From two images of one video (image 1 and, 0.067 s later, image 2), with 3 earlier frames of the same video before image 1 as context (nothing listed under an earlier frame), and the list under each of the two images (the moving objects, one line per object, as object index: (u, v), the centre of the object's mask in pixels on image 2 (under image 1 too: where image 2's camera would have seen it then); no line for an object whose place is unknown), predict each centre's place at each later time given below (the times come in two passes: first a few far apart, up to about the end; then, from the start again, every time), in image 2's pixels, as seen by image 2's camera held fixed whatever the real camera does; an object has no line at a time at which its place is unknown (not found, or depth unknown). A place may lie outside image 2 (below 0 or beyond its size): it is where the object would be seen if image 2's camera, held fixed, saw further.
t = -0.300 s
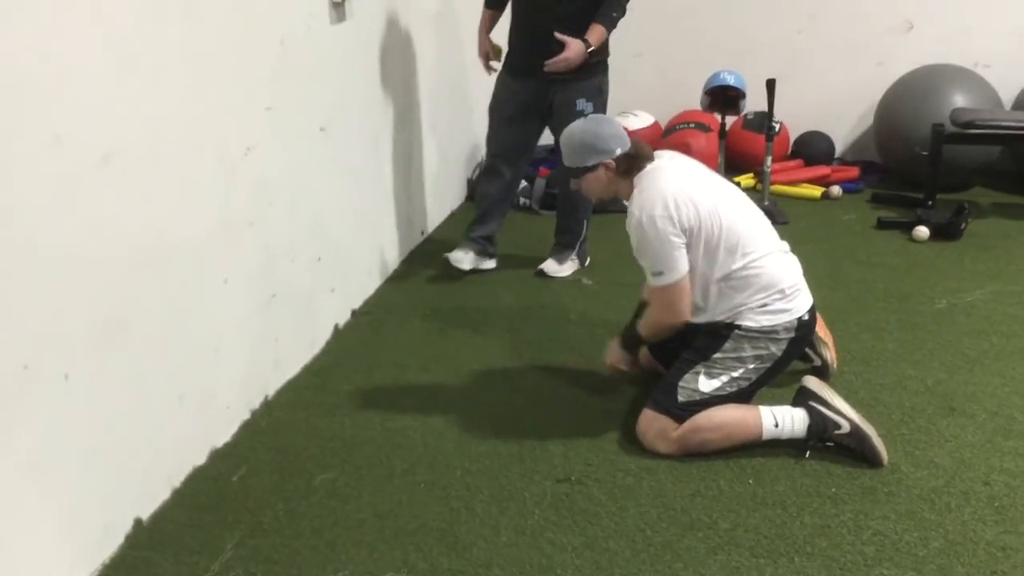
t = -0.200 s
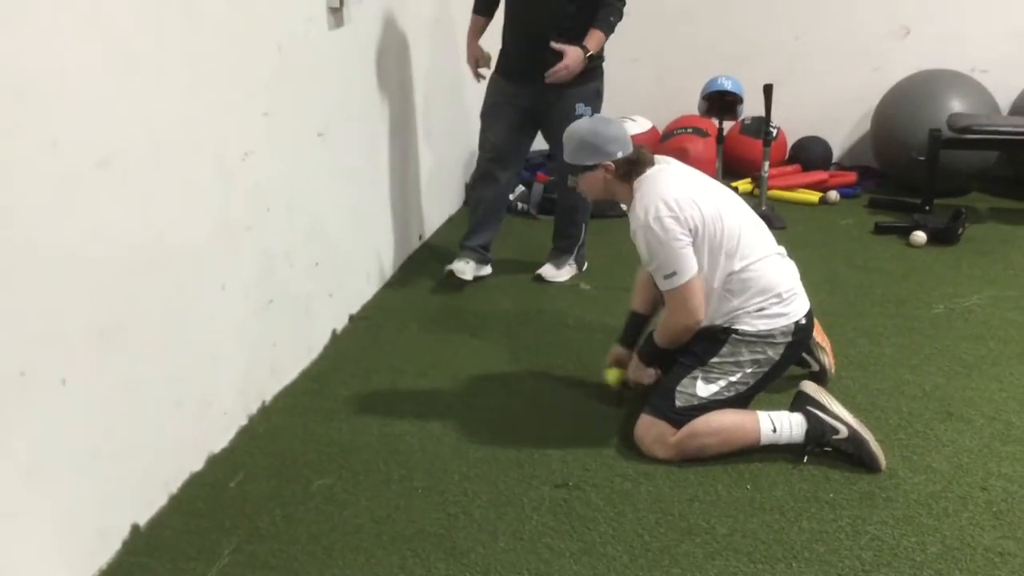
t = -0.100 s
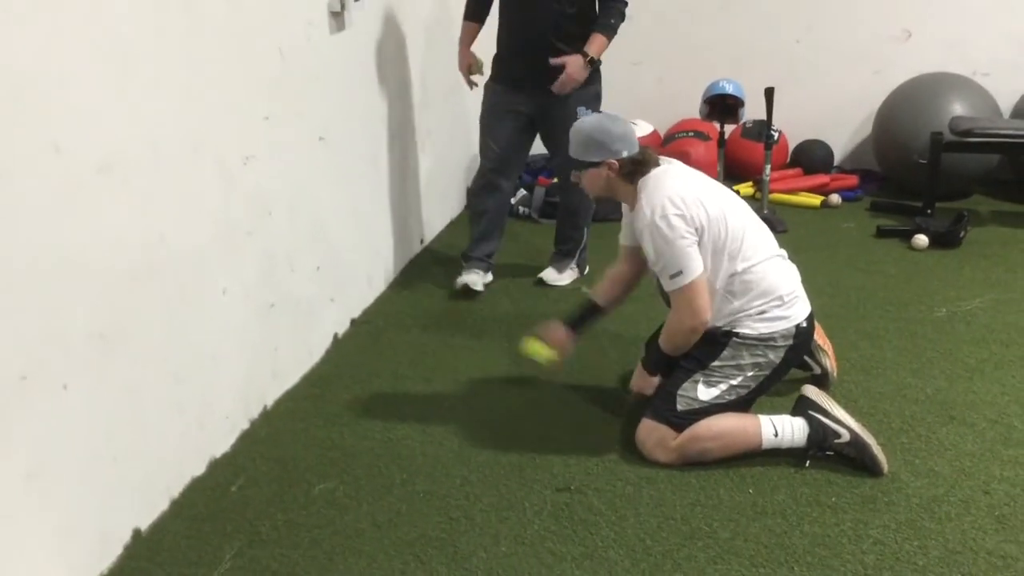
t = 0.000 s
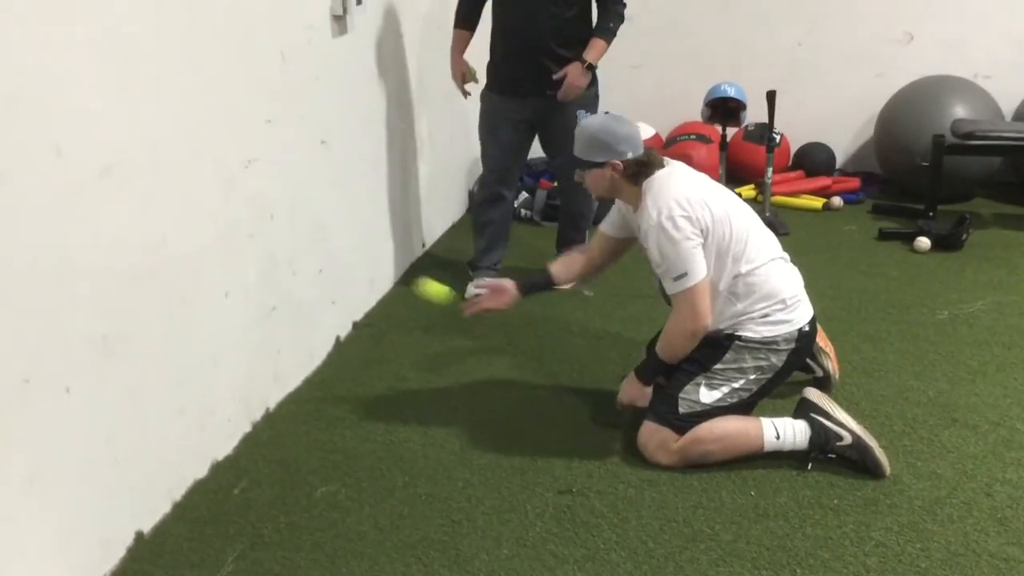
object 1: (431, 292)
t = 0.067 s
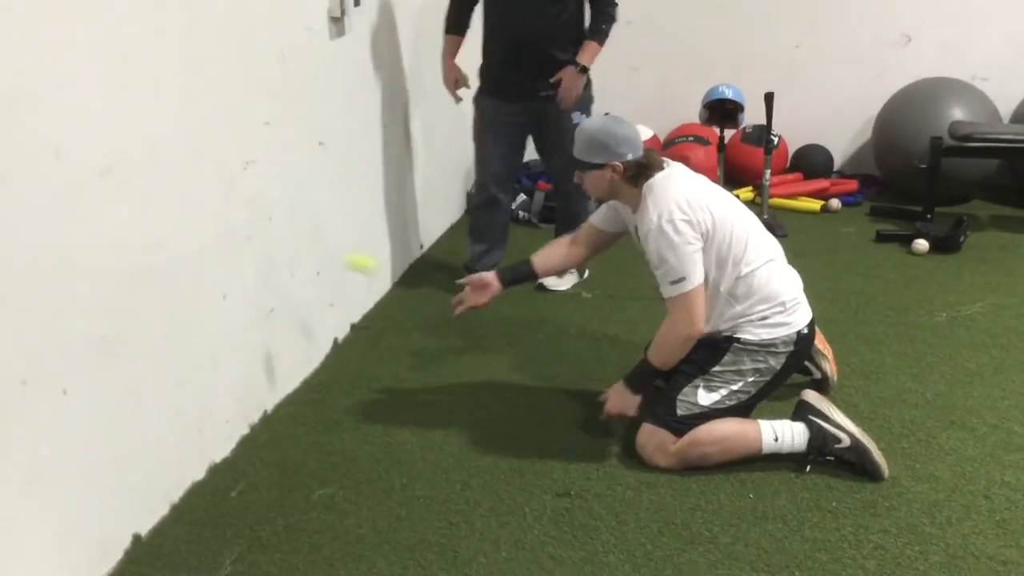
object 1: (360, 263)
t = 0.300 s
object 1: (358, 268)
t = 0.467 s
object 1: (486, 388)
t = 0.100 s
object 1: (326, 252)
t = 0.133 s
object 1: (289, 245)
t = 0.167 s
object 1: (263, 241)
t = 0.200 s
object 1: (287, 243)
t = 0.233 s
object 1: (310, 247)
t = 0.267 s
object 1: (334, 256)
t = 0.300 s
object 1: (358, 268)
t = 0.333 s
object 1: (384, 286)
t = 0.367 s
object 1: (407, 305)
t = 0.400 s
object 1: (433, 329)
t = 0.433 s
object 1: (460, 357)
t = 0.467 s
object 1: (486, 388)
